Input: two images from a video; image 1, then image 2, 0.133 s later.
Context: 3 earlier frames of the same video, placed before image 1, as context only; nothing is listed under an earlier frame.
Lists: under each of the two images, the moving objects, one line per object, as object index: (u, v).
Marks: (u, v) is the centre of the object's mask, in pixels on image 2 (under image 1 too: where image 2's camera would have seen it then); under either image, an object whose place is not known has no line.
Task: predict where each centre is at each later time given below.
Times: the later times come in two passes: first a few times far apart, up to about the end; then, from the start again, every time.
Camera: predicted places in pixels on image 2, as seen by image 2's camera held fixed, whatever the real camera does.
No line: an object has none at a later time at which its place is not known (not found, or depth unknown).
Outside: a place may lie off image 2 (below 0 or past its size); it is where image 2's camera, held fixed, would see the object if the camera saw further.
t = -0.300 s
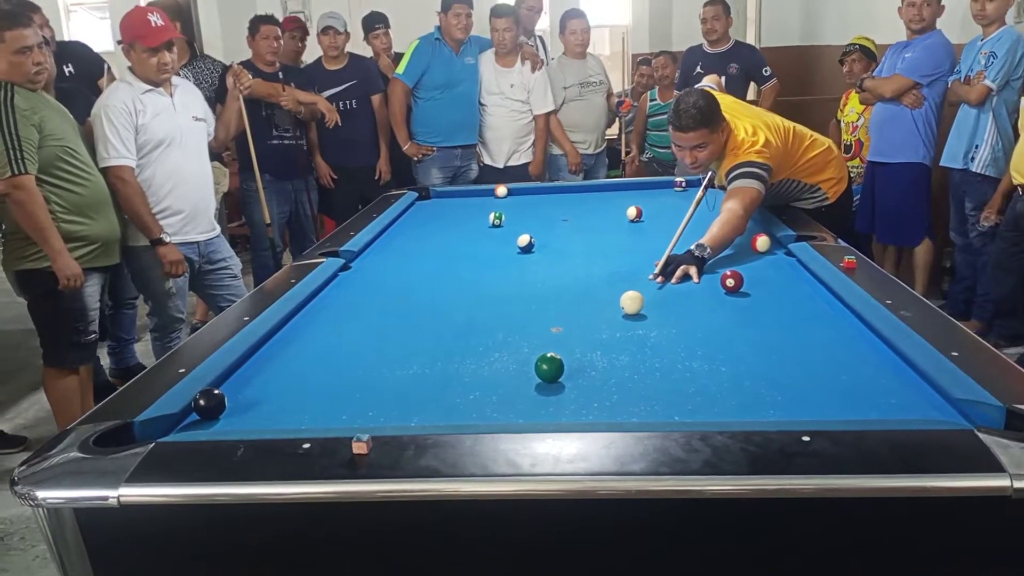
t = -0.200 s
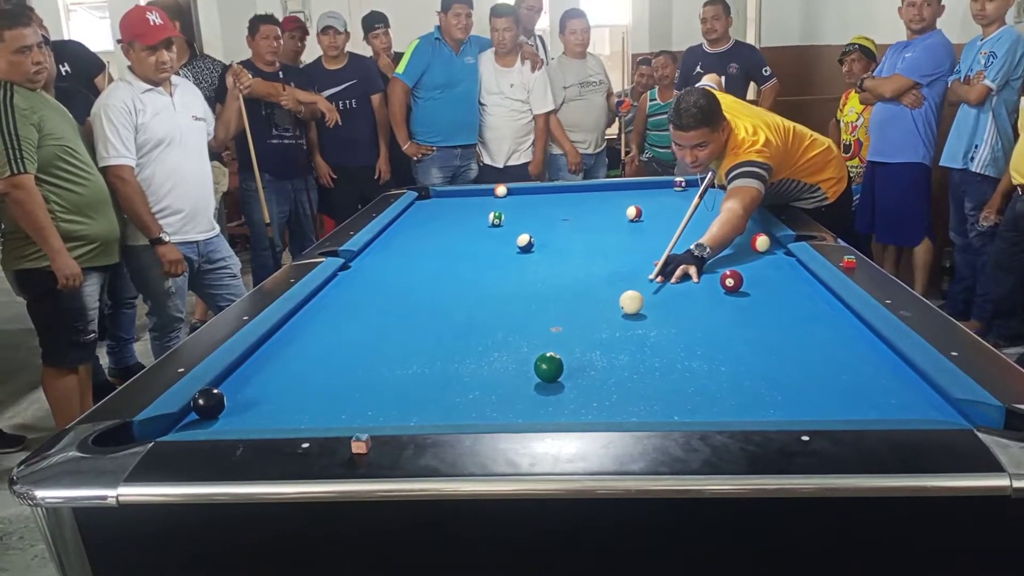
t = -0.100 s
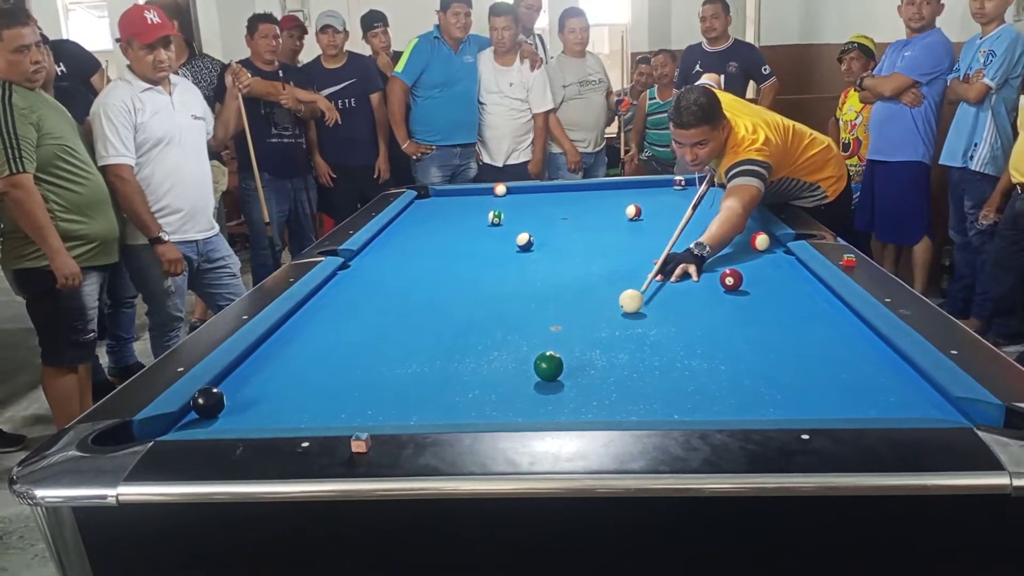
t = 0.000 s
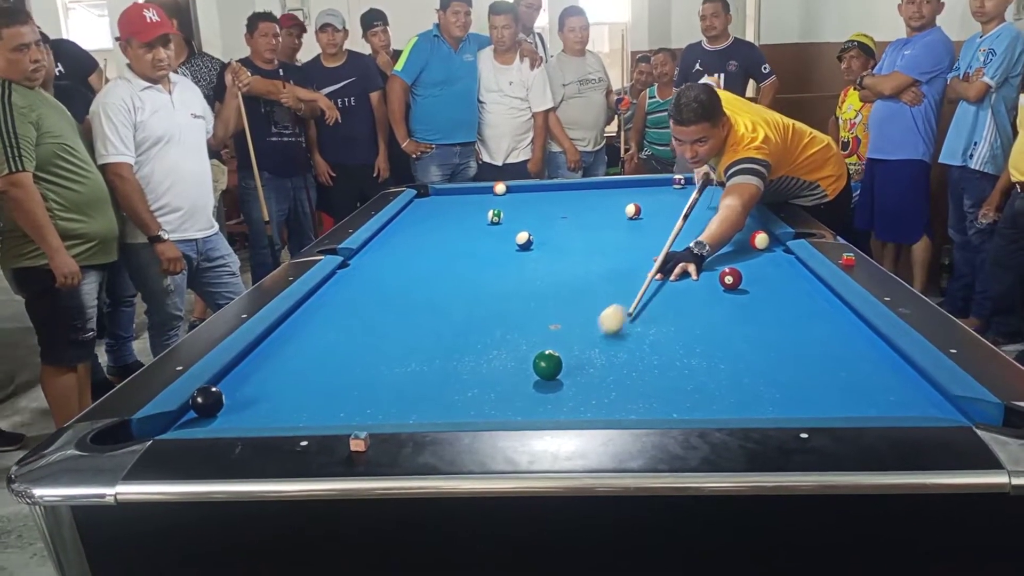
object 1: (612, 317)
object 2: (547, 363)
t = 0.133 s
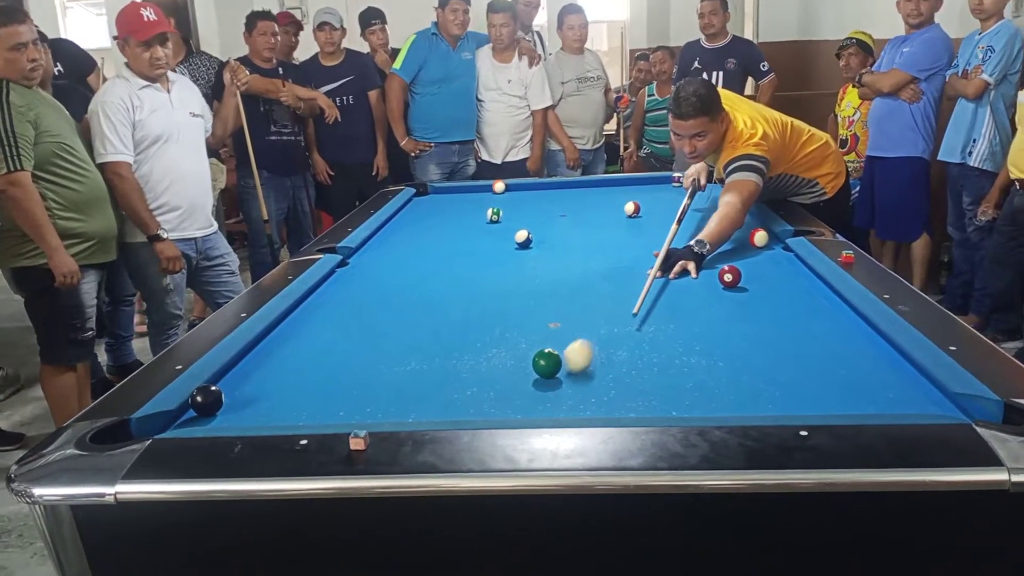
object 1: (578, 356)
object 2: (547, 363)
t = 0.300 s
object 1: (604, 393)
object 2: (494, 371)
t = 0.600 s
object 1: (681, 383)
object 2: (403, 384)
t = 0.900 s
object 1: (747, 344)
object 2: (313, 398)
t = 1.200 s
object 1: (800, 314)
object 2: (224, 409)
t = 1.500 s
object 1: (811, 291)
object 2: (203, 417)
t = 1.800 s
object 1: (767, 280)
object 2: (237, 415)
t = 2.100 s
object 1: (745, 270)
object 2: (269, 410)
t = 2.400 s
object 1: (732, 261)
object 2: (295, 405)
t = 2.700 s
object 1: (723, 255)
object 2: (317, 399)
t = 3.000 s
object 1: (714, 249)
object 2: (333, 394)
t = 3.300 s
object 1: (708, 244)
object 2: (344, 390)
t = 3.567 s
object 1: (703, 241)
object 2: (351, 388)
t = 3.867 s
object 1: (698, 237)
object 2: (357, 387)
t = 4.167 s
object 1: (695, 235)
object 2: (358, 386)
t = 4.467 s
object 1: (693, 233)
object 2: (358, 386)
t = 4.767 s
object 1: (691, 232)
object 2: (358, 386)
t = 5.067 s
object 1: (690, 231)
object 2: (358, 386)
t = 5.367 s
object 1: (689, 231)
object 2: (358, 386)
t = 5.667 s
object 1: (689, 231)
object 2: (358, 386)
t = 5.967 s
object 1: (689, 231)
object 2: (358, 386)
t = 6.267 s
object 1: (689, 231)
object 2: (358, 386)
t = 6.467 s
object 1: (689, 231)
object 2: (358, 386)
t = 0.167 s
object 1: (580, 364)
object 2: (538, 364)
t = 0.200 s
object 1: (586, 371)
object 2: (525, 366)
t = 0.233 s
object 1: (592, 378)
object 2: (513, 368)
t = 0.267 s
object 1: (597, 386)
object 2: (503, 370)
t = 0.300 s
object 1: (604, 393)
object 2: (494, 371)
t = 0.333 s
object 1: (610, 401)
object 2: (484, 373)
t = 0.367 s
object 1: (616, 405)
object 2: (474, 374)
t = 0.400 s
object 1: (626, 408)
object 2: (463, 375)
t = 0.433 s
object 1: (636, 405)
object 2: (453, 377)
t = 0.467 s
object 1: (645, 402)
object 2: (444, 378)
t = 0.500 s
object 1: (654, 398)
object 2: (434, 380)
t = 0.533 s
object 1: (663, 392)
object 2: (423, 381)
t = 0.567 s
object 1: (672, 387)
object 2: (413, 383)
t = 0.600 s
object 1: (681, 383)
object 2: (403, 384)
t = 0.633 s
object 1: (689, 378)
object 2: (393, 386)
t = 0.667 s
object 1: (697, 373)
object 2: (384, 387)
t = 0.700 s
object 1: (705, 369)
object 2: (373, 388)
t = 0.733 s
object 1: (712, 364)
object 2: (363, 390)
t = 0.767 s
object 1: (720, 360)
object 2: (353, 392)
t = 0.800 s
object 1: (727, 356)
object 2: (343, 393)
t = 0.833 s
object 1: (734, 352)
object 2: (334, 395)
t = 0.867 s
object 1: (741, 348)
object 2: (323, 396)
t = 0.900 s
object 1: (747, 344)
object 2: (313, 398)
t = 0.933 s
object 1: (754, 340)
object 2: (303, 399)
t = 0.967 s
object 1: (760, 337)
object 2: (293, 401)
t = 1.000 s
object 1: (766, 333)
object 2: (284, 402)
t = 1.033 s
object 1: (772, 330)
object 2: (274, 403)
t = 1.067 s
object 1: (778, 326)
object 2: (263, 405)
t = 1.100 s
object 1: (784, 323)
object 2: (253, 406)
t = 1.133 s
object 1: (789, 320)
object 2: (244, 408)
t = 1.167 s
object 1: (795, 317)
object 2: (234, 409)
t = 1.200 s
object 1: (800, 314)
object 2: (224, 409)
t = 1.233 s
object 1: (805, 311)
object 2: (214, 410)
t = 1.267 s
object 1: (810, 308)
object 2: (204, 411)
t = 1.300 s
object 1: (815, 305)
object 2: (195, 413)
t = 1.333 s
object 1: (820, 302)
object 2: (189, 414)
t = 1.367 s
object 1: (824, 299)
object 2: (191, 415)
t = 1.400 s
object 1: (828, 297)
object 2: (194, 416)
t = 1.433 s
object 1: (823, 295)
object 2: (196, 416)
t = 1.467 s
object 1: (817, 293)
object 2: (200, 416)
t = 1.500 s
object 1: (811, 291)
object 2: (203, 417)
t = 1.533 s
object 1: (806, 290)
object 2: (206, 418)
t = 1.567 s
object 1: (801, 288)
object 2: (210, 419)
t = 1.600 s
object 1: (796, 287)
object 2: (213, 418)
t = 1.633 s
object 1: (791, 286)
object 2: (218, 417)
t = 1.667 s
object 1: (786, 285)
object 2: (221, 417)
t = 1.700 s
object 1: (782, 284)
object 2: (225, 416)
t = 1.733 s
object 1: (776, 282)
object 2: (229, 416)
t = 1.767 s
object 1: (772, 281)
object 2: (233, 416)
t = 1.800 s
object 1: (767, 280)
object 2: (237, 415)
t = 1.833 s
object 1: (763, 279)
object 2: (241, 415)
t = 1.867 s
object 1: (758, 277)
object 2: (245, 414)
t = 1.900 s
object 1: (754, 276)
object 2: (248, 413)
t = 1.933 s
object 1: (752, 275)
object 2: (252, 413)
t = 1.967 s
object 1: (751, 274)
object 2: (255, 412)
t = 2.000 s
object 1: (749, 273)
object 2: (259, 412)
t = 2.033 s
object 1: (747, 272)
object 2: (262, 411)
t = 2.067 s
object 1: (746, 271)
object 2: (266, 411)
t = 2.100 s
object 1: (745, 270)
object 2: (269, 410)
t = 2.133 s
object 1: (743, 268)
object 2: (272, 410)
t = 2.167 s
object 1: (742, 267)
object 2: (275, 409)
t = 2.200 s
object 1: (740, 267)
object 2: (278, 409)
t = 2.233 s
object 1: (739, 266)
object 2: (281, 408)
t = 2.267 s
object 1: (738, 265)
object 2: (284, 408)
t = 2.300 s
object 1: (736, 264)
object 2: (287, 407)
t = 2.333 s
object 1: (735, 263)
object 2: (290, 406)
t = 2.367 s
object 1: (734, 262)
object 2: (293, 406)
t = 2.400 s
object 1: (732, 261)
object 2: (295, 405)
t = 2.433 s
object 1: (731, 261)
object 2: (298, 405)
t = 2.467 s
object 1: (730, 260)
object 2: (300, 404)
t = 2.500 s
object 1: (729, 259)
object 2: (303, 403)
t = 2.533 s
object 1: (728, 258)
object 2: (306, 403)
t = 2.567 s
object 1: (727, 258)
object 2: (308, 402)
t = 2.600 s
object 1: (726, 257)
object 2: (310, 401)
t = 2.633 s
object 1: (725, 256)
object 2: (312, 401)
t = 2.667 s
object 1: (724, 255)
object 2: (315, 400)
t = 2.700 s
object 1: (723, 255)
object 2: (317, 399)
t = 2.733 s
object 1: (722, 254)
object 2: (319, 399)
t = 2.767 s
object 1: (721, 253)
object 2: (321, 398)
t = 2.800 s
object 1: (720, 253)
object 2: (323, 398)
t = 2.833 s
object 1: (719, 252)
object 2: (324, 397)
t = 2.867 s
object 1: (718, 251)
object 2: (326, 396)
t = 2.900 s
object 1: (717, 251)
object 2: (328, 396)
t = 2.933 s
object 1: (716, 250)
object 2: (330, 395)
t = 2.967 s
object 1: (715, 249)
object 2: (331, 395)
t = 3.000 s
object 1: (714, 249)
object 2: (333, 394)
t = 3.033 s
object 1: (713, 248)
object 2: (335, 394)
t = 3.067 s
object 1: (713, 248)
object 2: (336, 393)
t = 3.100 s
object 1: (712, 247)
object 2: (338, 393)
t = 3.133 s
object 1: (711, 247)
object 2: (339, 392)
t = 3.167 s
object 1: (710, 246)
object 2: (340, 392)
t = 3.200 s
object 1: (710, 246)
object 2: (341, 392)
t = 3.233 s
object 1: (709, 245)
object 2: (342, 391)
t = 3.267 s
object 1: (708, 245)
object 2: (344, 391)
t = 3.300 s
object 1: (708, 244)
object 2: (344, 390)
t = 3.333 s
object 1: (707, 243)
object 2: (346, 390)
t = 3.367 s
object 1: (706, 243)
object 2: (346, 390)
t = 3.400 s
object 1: (706, 243)
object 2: (347, 389)
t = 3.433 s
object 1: (705, 242)
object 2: (348, 389)
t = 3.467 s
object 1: (704, 242)
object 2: (349, 389)
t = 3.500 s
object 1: (704, 242)
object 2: (350, 388)
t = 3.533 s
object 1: (703, 241)
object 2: (351, 388)
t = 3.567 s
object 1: (703, 241)
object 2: (351, 388)
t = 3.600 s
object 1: (702, 240)
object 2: (352, 387)
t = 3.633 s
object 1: (701, 240)
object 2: (353, 387)
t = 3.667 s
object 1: (701, 239)
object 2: (353, 387)
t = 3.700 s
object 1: (700, 239)
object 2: (354, 387)
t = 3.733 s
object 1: (700, 239)
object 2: (355, 387)
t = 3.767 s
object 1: (699, 238)
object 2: (355, 387)
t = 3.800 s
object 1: (699, 238)
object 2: (356, 387)
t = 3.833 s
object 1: (698, 238)
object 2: (356, 386)
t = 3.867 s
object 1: (698, 237)
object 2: (357, 387)
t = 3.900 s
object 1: (698, 237)
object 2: (357, 386)
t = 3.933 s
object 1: (697, 237)
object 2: (357, 386)
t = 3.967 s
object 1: (697, 236)
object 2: (358, 386)
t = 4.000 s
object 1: (696, 236)
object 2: (358, 386)
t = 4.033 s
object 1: (696, 235)
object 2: (358, 386)
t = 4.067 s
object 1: (696, 235)
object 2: (358, 386)
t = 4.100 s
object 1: (696, 235)
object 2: (358, 386)
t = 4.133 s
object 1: (696, 235)
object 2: (358, 386)
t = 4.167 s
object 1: (695, 235)
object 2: (358, 386)
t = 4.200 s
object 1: (695, 234)
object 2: (358, 386)
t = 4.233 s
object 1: (695, 234)
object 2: (358, 386)
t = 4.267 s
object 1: (695, 234)
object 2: (358, 386)
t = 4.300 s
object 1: (695, 234)
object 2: (359, 386)
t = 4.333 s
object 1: (694, 233)
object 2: (358, 386)
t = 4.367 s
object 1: (694, 233)
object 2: (358, 386)
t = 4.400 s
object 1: (694, 233)
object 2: (358, 386)
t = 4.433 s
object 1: (694, 233)
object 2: (358, 386)
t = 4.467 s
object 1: (693, 233)
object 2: (358, 386)
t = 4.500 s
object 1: (693, 232)
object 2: (359, 386)
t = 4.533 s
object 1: (693, 232)
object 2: (358, 386)
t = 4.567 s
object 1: (692, 232)
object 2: (358, 386)
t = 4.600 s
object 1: (692, 232)
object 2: (358, 386)
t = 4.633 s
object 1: (692, 232)
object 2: (358, 386)
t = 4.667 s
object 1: (692, 232)
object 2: (358, 386)
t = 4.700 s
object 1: (691, 232)
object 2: (358, 386)
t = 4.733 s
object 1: (691, 232)
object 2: (358, 386)
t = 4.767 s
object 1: (691, 232)
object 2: (358, 386)
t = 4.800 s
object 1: (691, 231)
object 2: (358, 386)
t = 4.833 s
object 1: (690, 231)
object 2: (358, 386)
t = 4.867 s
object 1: (690, 231)
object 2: (358, 386)
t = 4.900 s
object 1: (690, 231)
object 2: (358, 386)
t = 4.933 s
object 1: (690, 231)
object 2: (358, 386)
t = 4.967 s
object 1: (690, 231)
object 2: (358, 386)
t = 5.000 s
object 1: (690, 231)
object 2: (358, 386)
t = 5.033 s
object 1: (690, 231)
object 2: (358, 386)
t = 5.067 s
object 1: (690, 231)
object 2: (358, 386)
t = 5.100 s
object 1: (689, 231)
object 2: (358, 386)
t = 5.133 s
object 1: (689, 231)
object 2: (358, 386)
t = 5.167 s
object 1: (689, 231)
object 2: (358, 386)
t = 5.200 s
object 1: (689, 231)
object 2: (358, 386)
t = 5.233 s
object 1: (689, 231)
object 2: (358, 386)
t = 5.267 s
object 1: (689, 231)
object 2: (358, 386)
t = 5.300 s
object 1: (689, 231)
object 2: (358, 386)
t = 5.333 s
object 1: (689, 231)
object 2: (358, 386)
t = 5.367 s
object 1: (689, 231)
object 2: (358, 386)
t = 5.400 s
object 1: (689, 231)
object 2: (358, 386)
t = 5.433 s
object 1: (689, 231)
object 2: (358, 386)
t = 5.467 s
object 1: (689, 231)
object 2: (358, 386)
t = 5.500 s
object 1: (689, 231)
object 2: (358, 386)
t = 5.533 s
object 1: (689, 231)
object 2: (358, 386)
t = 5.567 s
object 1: (689, 231)
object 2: (358, 386)
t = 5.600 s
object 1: (689, 231)
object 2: (358, 386)
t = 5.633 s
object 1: (689, 231)
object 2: (358, 386)
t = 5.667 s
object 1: (689, 231)
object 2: (358, 386)
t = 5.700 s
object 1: (689, 231)
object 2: (358, 386)
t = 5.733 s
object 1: (689, 231)
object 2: (358, 386)
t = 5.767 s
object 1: (689, 231)
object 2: (358, 386)
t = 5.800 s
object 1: (689, 231)
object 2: (358, 386)
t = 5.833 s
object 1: (689, 231)
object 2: (358, 386)
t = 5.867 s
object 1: (689, 231)
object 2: (358, 386)
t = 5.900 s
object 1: (689, 231)
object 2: (358, 386)
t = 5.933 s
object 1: (689, 231)
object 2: (358, 386)
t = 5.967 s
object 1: (689, 231)
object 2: (358, 386)
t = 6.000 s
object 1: (689, 231)
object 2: (358, 386)
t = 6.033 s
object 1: (689, 231)
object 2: (358, 386)
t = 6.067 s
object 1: (689, 231)
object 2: (358, 386)
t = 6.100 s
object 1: (689, 231)
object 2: (358, 386)
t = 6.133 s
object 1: (689, 231)
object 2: (358, 386)
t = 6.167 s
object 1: (689, 231)
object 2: (358, 386)
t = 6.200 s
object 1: (689, 231)
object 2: (358, 386)
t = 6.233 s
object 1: (689, 231)
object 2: (358, 386)
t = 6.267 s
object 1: (689, 231)
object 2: (358, 386)
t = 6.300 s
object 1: (689, 231)
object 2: (358, 386)
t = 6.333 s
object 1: (689, 231)
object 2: (358, 385)
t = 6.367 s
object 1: (689, 231)
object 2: (358, 386)
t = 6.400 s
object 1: (689, 231)
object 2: (358, 386)
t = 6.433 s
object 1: (689, 231)
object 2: (358, 386)
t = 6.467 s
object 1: (689, 231)
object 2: (358, 386)
